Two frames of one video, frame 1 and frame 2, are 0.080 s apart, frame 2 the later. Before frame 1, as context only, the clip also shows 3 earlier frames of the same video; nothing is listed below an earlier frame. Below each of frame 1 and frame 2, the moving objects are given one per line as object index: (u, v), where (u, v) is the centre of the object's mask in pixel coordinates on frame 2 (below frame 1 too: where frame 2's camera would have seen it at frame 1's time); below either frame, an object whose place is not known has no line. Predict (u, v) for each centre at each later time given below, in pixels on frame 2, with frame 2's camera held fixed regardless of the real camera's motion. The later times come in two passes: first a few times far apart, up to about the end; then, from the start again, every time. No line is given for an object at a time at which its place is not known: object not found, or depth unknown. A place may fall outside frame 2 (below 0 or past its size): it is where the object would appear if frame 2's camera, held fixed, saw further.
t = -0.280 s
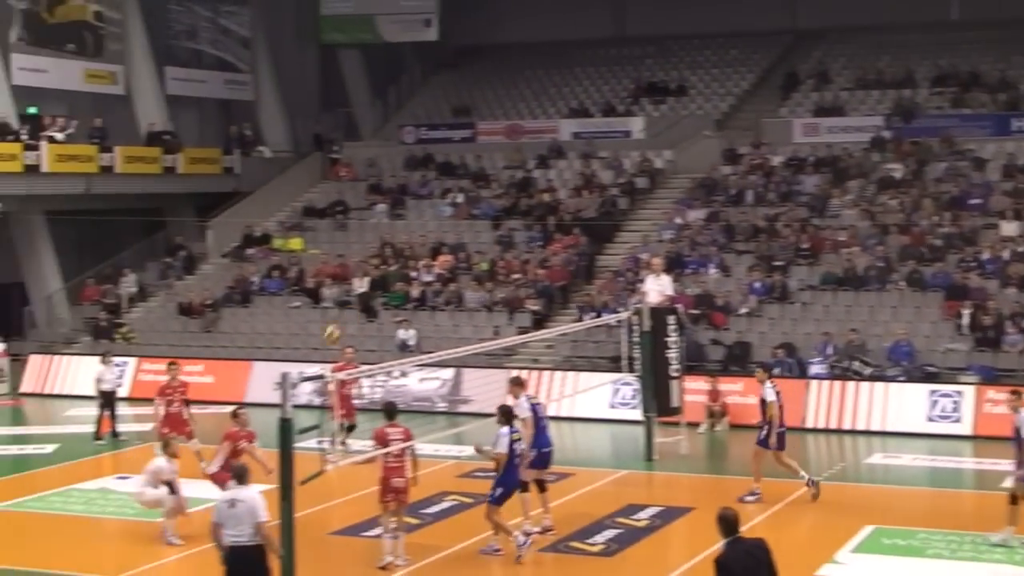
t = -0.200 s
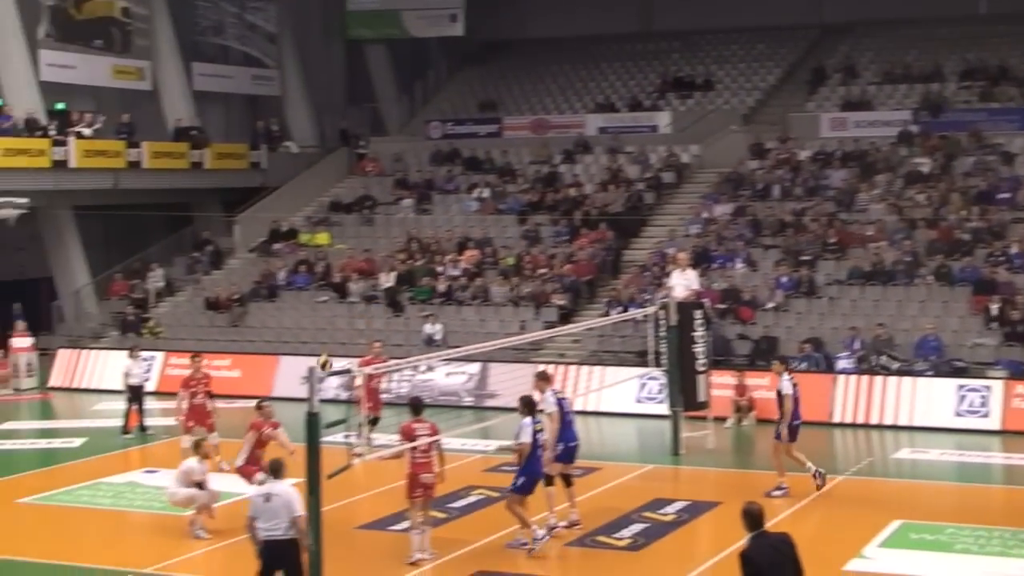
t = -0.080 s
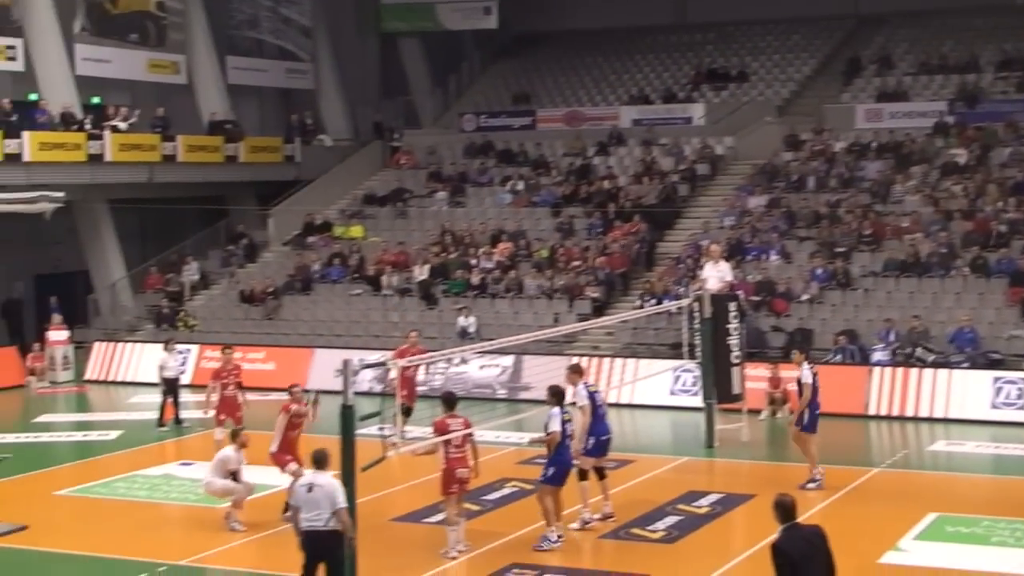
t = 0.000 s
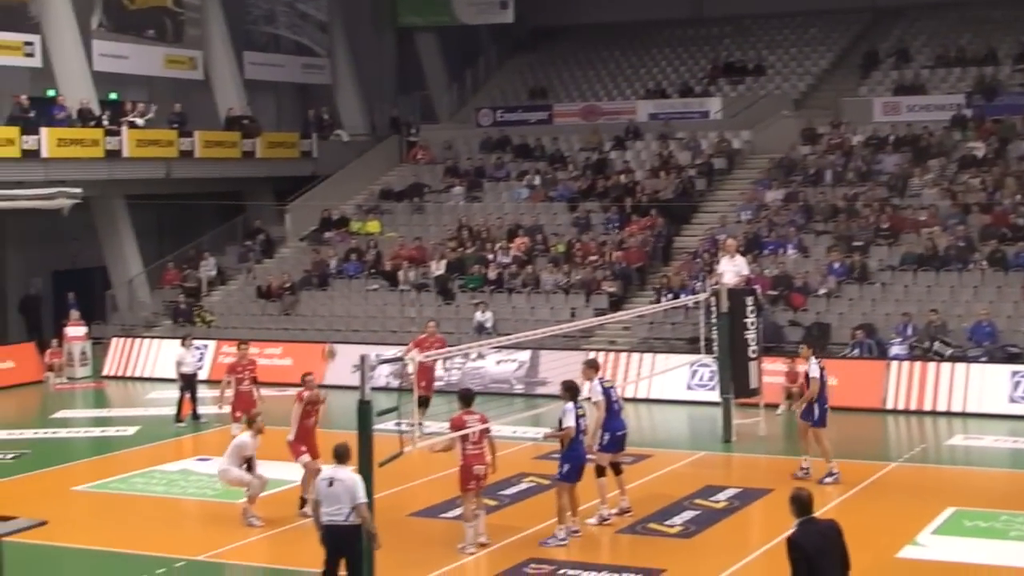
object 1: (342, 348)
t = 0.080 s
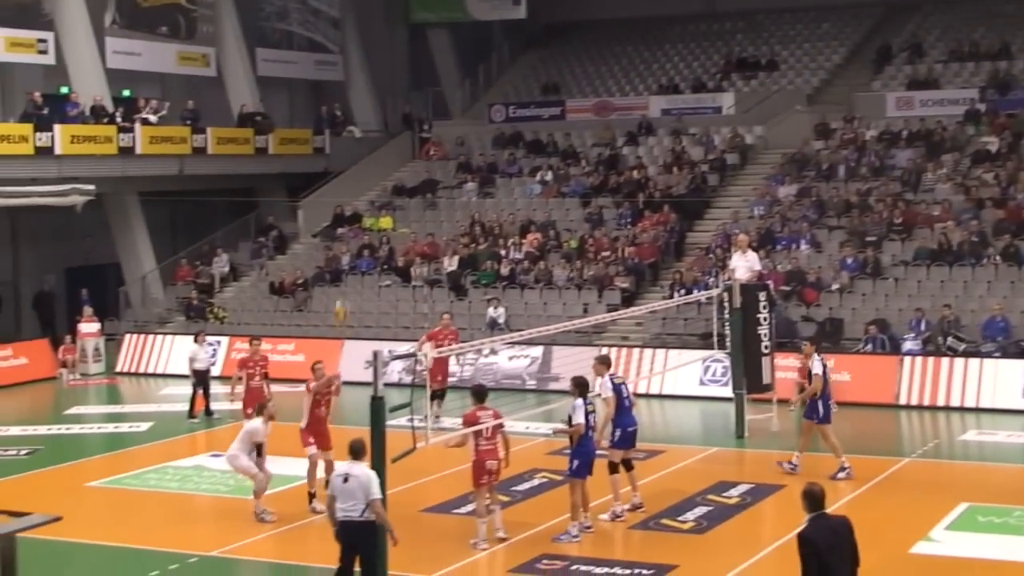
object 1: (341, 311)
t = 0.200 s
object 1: (337, 263)
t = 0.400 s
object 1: (336, 207)
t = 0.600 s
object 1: (334, 182)
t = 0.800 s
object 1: (333, 188)
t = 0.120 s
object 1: (340, 294)
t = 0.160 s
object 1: (339, 278)
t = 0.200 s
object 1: (337, 263)
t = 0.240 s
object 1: (338, 249)
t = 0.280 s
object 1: (337, 236)
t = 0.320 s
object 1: (337, 225)
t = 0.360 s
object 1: (336, 216)
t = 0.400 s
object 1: (336, 207)
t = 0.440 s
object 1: (336, 200)
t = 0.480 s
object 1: (335, 194)
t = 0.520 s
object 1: (335, 188)
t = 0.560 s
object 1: (335, 184)
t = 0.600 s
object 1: (334, 182)
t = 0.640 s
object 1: (334, 181)
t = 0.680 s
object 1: (334, 181)
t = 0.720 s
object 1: (334, 182)
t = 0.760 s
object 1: (334, 184)
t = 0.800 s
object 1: (333, 188)
